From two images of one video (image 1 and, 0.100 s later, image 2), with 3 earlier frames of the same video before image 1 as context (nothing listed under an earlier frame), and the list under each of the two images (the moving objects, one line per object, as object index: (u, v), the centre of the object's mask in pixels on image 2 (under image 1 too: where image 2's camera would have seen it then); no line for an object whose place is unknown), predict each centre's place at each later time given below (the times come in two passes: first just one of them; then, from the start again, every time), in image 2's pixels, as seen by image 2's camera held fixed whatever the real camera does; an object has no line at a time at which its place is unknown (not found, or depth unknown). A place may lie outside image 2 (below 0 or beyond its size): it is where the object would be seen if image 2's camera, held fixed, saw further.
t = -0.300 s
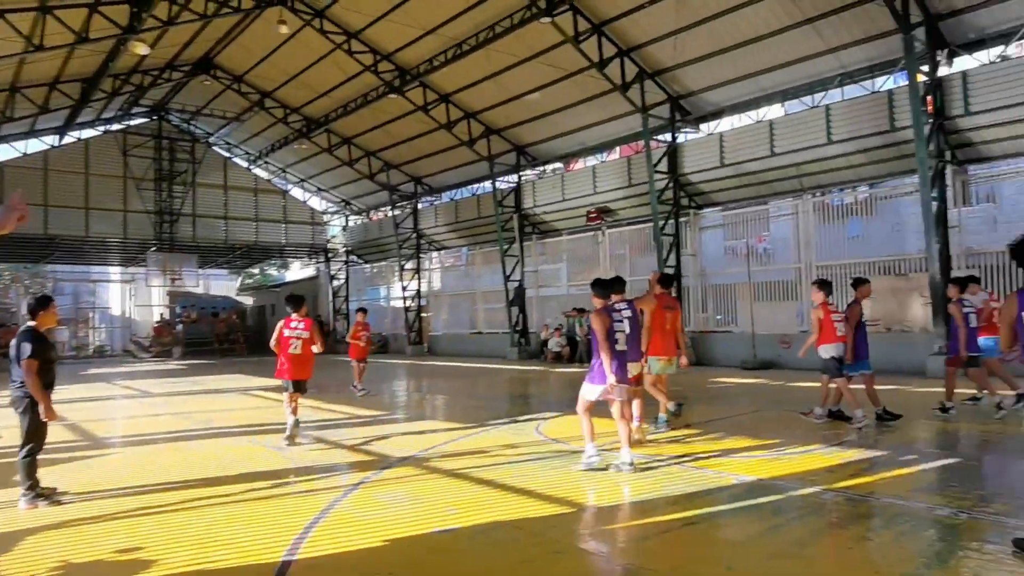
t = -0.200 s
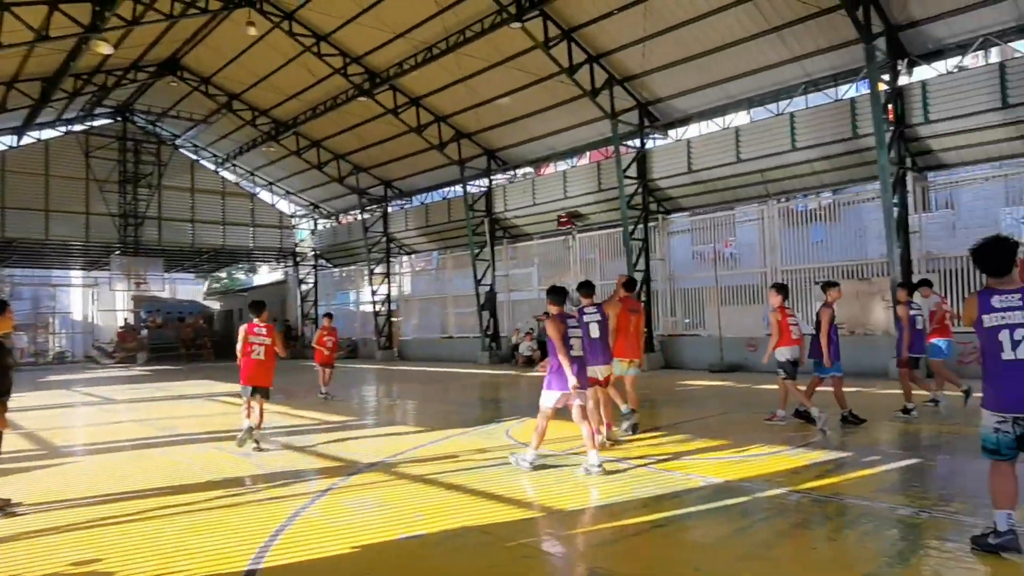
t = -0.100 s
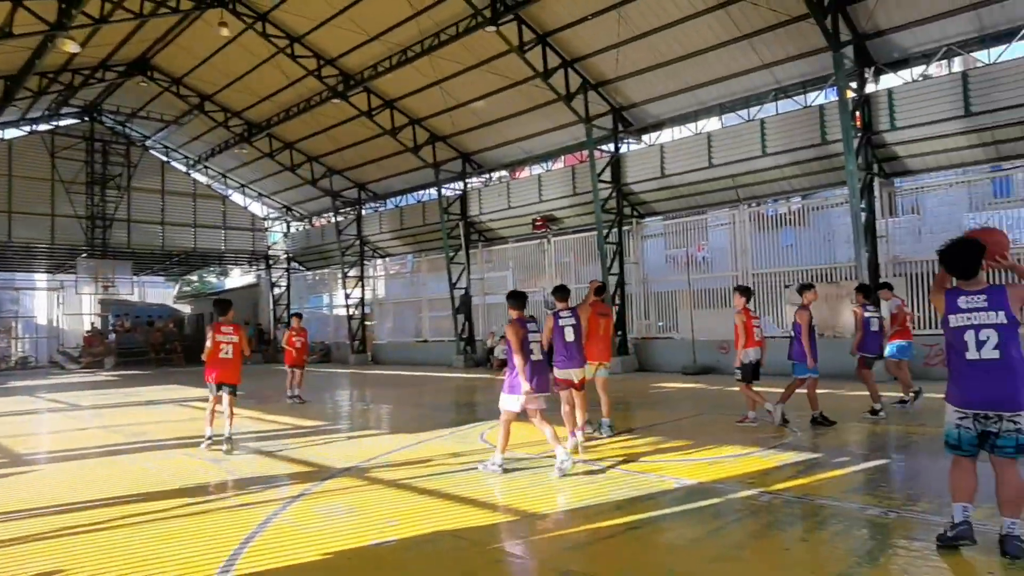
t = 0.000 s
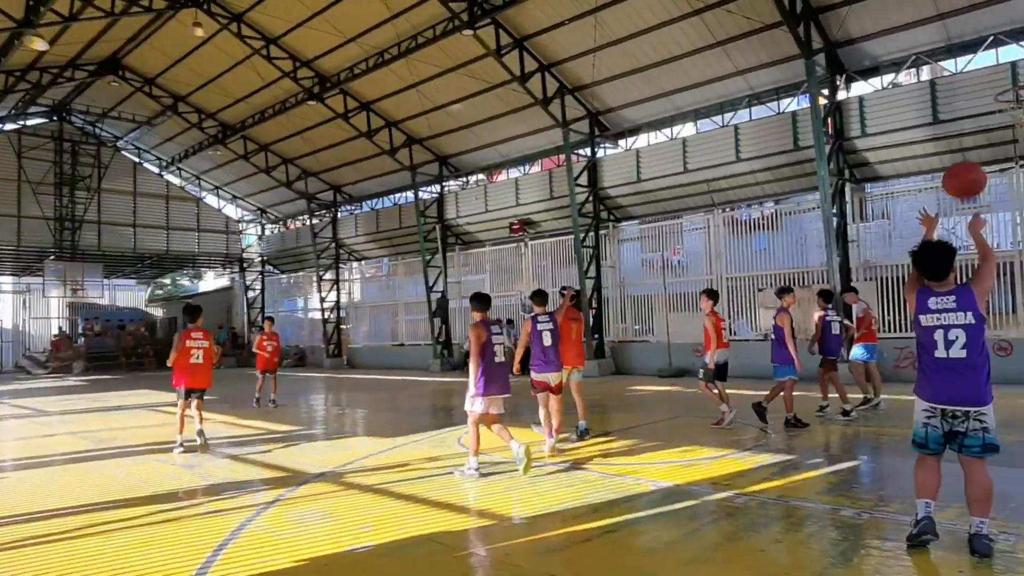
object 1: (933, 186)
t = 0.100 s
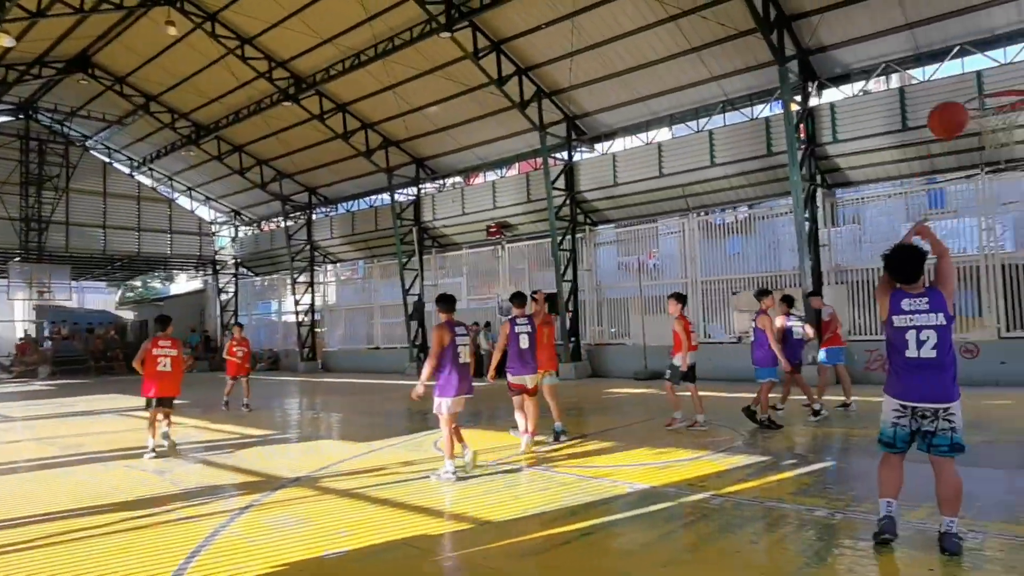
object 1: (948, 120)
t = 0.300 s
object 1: (981, 41)
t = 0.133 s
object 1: (953, 101)
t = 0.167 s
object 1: (959, 86)
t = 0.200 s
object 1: (964, 71)
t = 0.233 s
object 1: (969, 60)
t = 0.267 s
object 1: (976, 49)
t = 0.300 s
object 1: (981, 41)
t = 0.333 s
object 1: (987, 34)
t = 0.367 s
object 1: (992, 31)
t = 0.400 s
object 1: (997, 27)
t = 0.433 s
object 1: (1003, 25)
